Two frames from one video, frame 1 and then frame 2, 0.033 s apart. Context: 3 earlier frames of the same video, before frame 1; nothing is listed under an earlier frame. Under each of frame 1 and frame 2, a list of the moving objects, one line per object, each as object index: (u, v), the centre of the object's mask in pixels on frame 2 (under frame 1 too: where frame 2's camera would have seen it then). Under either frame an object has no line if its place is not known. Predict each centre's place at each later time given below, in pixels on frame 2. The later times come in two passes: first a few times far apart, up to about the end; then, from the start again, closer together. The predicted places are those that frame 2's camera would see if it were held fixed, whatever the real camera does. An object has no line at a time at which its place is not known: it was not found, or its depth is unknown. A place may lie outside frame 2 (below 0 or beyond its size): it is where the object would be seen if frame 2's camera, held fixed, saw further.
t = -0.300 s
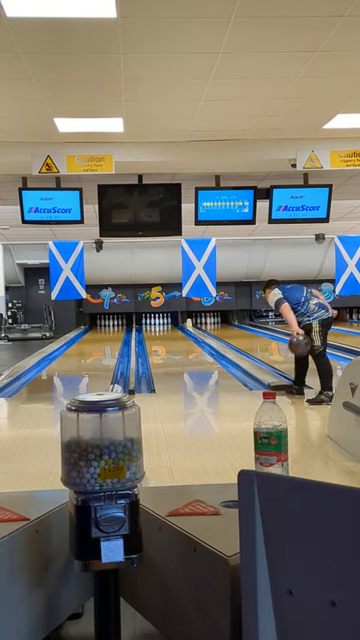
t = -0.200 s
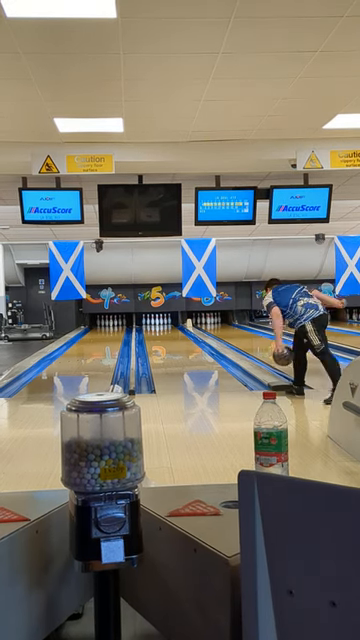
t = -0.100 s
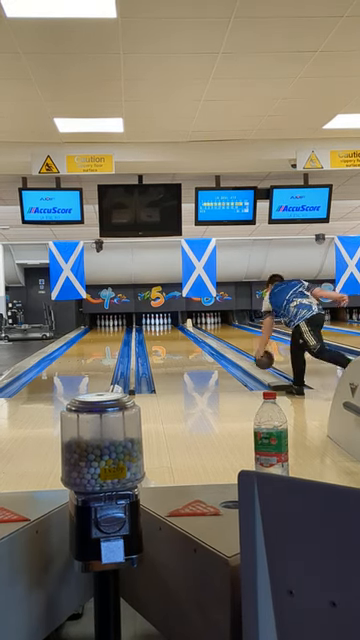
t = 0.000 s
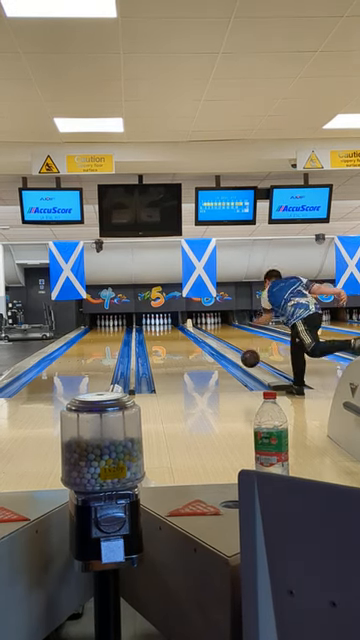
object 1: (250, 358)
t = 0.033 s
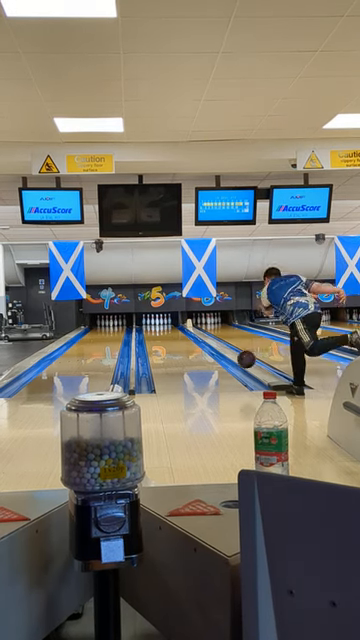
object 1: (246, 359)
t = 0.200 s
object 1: (229, 370)
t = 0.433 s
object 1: (209, 362)
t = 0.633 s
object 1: (196, 357)
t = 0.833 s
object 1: (186, 352)
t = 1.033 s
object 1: (177, 348)
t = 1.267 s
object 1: (169, 344)
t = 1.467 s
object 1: (164, 341)
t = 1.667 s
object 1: (159, 339)
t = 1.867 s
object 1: (155, 337)
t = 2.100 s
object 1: (152, 335)
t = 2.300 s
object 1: (149, 333)
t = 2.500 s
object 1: (148, 331)
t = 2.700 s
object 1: (147, 330)
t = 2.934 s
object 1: (146, 328)
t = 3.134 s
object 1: (146, 327)
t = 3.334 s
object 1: (148, 326)
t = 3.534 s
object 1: (150, 325)
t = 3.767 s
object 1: (151, 324)
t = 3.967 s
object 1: (154, 324)
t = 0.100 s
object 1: (239, 363)
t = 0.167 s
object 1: (232, 370)
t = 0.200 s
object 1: (229, 370)
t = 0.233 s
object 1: (226, 369)
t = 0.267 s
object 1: (223, 368)
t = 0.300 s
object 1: (220, 367)
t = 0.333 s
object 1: (217, 366)
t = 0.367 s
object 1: (215, 364)
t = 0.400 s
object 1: (212, 363)
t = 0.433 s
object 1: (209, 362)
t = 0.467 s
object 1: (207, 361)
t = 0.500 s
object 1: (205, 360)
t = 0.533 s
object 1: (203, 359)
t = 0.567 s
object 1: (201, 358)
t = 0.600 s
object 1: (199, 358)
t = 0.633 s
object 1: (196, 357)
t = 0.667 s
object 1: (194, 356)
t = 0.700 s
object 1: (193, 355)
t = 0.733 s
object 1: (191, 354)
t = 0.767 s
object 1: (189, 353)
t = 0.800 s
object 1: (187, 353)
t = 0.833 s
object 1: (186, 352)
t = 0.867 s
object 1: (184, 351)
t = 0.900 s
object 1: (183, 351)
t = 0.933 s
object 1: (181, 350)
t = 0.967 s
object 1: (180, 349)
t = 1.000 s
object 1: (179, 349)
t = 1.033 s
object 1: (177, 348)
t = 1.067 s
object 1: (176, 348)
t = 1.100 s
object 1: (174, 347)
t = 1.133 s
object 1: (173, 346)
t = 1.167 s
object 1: (172, 346)
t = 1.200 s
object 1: (171, 346)
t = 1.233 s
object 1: (170, 345)
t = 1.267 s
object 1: (169, 344)
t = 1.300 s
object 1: (168, 344)
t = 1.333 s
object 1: (167, 344)
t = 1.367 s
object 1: (166, 343)
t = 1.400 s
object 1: (165, 343)
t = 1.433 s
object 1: (164, 342)
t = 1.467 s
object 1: (164, 341)
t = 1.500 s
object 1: (163, 341)
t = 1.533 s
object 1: (162, 341)
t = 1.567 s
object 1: (161, 340)
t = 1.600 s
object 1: (160, 340)
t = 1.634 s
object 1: (160, 339)
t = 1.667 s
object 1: (159, 339)
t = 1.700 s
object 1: (158, 339)
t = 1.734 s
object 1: (158, 338)
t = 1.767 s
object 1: (157, 337)
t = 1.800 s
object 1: (156, 337)
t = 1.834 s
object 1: (156, 337)
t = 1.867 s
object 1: (155, 337)
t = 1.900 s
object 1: (155, 336)
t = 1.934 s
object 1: (154, 336)
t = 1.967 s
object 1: (153, 335)
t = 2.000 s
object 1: (153, 335)
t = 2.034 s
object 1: (152, 335)
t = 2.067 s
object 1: (152, 335)
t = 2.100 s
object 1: (152, 335)
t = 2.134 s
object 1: (152, 334)
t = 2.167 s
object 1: (151, 334)
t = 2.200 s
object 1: (151, 334)
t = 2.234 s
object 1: (150, 334)
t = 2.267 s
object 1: (150, 333)
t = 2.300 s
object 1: (149, 333)
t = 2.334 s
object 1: (149, 332)
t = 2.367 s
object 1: (149, 332)
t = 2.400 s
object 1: (148, 332)
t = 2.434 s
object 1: (148, 332)
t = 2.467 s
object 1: (148, 331)
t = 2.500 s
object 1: (148, 331)
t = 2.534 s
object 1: (148, 331)
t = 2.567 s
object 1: (148, 331)
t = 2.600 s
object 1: (147, 331)
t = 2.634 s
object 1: (147, 331)
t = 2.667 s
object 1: (147, 331)
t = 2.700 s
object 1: (147, 330)
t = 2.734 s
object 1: (146, 330)
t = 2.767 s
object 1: (146, 330)
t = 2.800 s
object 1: (146, 330)
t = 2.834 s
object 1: (146, 330)
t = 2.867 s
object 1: (146, 329)
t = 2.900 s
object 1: (146, 328)
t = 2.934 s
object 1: (146, 328)
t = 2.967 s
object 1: (146, 328)
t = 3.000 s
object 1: (147, 328)
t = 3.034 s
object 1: (146, 328)
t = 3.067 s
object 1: (146, 328)
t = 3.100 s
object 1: (146, 327)
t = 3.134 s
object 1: (146, 327)
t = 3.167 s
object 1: (147, 327)
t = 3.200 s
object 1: (147, 327)
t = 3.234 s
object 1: (147, 327)
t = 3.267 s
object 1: (147, 327)
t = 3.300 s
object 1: (147, 327)
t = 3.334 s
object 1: (148, 326)
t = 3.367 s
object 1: (148, 326)
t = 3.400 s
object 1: (148, 326)
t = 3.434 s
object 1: (149, 326)
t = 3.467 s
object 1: (149, 326)
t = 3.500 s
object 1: (149, 326)
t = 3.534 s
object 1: (150, 325)
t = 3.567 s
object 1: (151, 325)
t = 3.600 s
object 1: (151, 326)
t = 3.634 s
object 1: (150, 325)
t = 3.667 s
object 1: (151, 325)
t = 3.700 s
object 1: (151, 325)
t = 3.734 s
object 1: (151, 325)
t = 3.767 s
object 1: (151, 324)
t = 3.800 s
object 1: (152, 324)
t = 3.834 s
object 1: (153, 324)
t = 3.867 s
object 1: (153, 324)
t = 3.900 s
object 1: (154, 324)
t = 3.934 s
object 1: (153, 324)
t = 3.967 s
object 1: (154, 324)
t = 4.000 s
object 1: (154, 323)
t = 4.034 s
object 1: (154, 324)
